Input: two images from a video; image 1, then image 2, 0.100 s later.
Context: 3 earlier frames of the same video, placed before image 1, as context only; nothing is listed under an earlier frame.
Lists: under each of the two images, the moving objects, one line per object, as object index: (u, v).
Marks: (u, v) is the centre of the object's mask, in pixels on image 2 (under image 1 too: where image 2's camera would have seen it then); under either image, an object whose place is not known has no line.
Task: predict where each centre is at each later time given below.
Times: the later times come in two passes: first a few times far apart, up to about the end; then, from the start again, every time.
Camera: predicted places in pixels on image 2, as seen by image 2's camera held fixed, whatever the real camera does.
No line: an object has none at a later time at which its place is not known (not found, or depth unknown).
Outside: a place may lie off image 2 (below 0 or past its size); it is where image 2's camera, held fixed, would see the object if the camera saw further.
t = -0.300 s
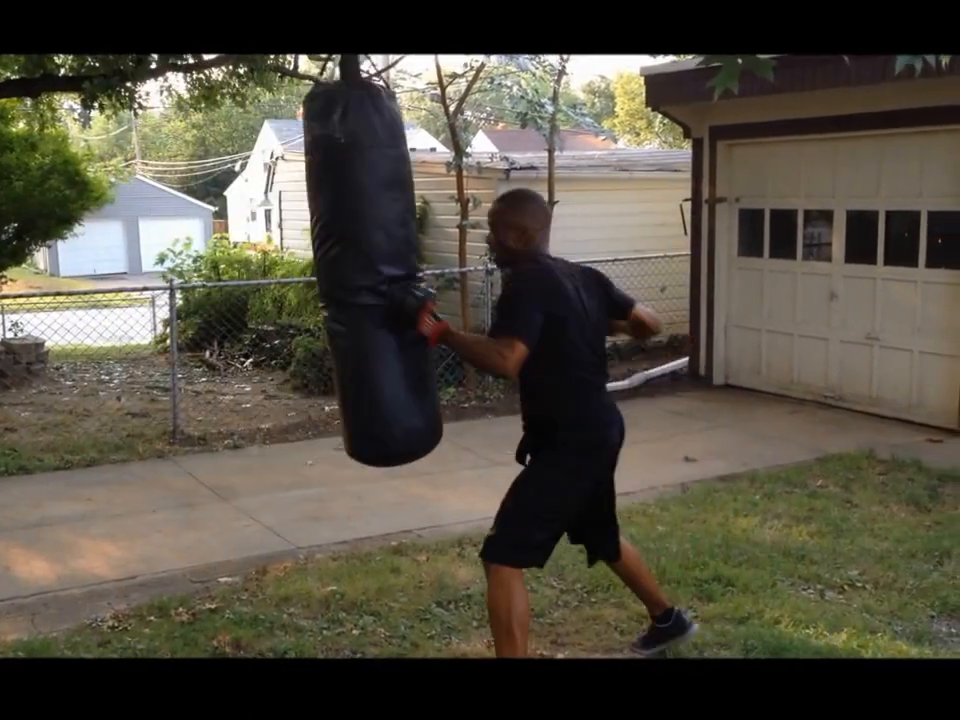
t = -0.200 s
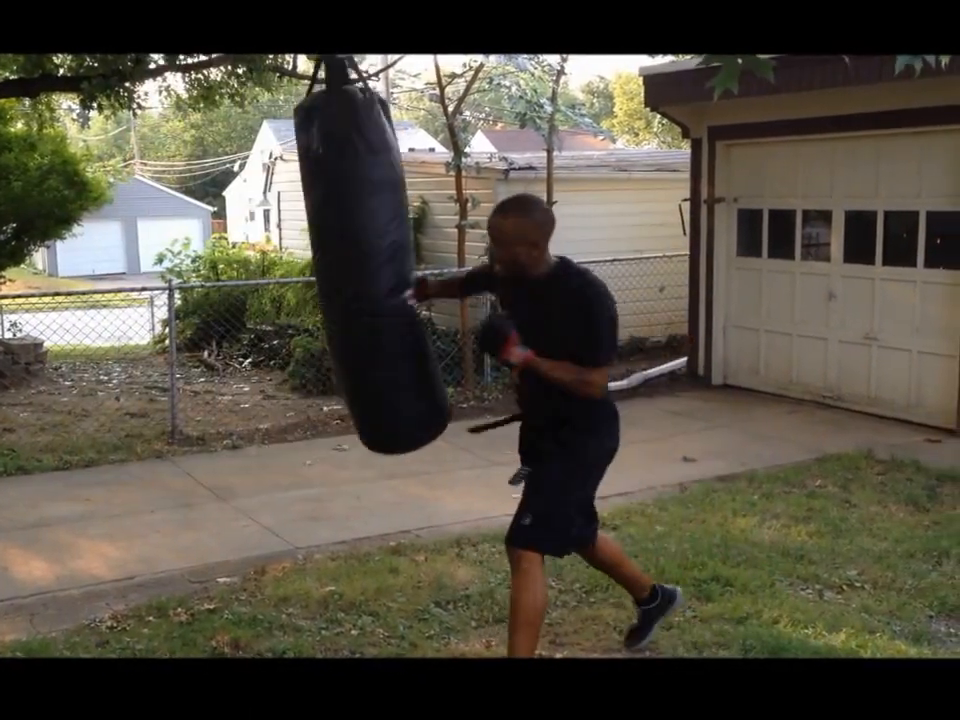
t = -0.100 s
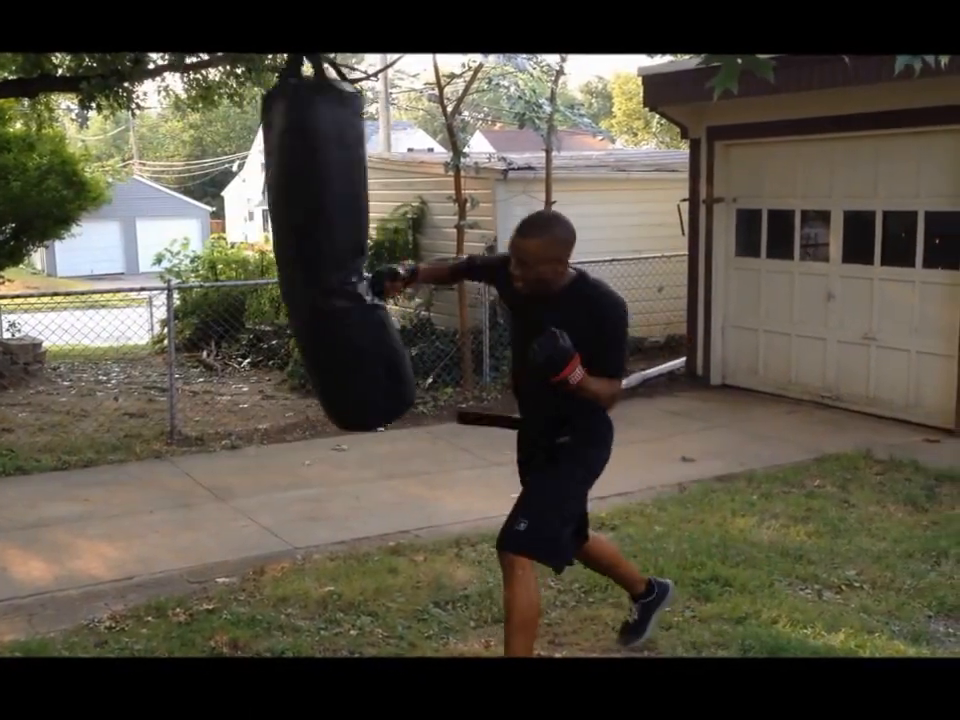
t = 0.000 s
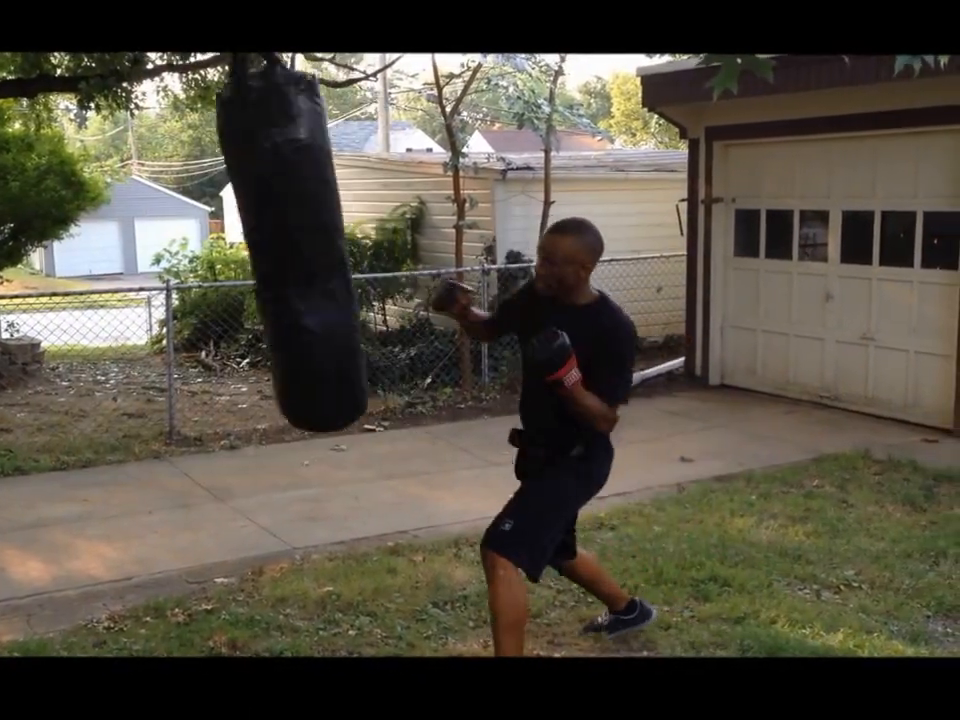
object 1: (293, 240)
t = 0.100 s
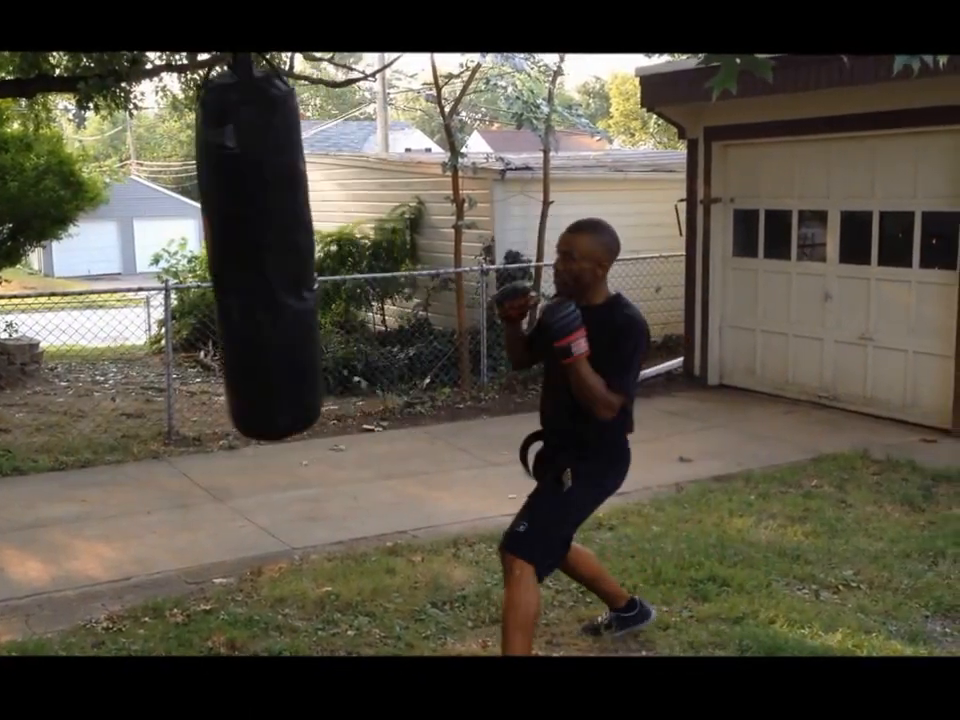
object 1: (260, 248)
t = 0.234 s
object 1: (225, 262)
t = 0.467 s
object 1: (167, 258)
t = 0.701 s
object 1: (130, 272)
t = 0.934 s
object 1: (133, 263)
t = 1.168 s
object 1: (188, 281)
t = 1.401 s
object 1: (263, 275)
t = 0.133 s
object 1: (251, 256)
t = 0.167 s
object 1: (242, 254)
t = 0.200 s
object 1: (234, 260)
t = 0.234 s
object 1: (225, 262)
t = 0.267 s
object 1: (216, 264)
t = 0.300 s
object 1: (207, 266)
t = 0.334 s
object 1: (197, 267)
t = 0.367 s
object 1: (190, 262)
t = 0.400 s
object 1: (184, 255)
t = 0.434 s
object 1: (175, 257)
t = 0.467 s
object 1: (167, 258)
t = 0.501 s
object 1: (159, 261)
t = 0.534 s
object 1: (153, 264)
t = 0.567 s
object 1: (147, 265)
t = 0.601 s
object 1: (141, 268)
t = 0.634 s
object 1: (137, 269)
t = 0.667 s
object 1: (133, 272)
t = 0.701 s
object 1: (130, 272)
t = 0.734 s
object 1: (129, 263)
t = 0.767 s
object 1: (128, 255)
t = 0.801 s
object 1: (127, 252)
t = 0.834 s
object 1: (127, 251)
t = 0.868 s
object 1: (128, 253)
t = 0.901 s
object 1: (130, 256)
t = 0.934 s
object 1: (133, 263)
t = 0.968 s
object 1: (138, 268)
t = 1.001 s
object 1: (145, 270)
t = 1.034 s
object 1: (152, 273)
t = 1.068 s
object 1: (160, 277)
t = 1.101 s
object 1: (169, 280)
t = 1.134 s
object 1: (178, 279)
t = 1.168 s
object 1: (188, 281)
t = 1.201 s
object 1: (198, 280)
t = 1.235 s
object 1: (208, 279)
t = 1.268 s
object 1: (218, 279)
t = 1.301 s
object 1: (229, 278)
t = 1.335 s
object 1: (240, 275)
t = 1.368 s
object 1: (252, 274)
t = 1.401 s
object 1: (263, 275)
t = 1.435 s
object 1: (273, 274)
